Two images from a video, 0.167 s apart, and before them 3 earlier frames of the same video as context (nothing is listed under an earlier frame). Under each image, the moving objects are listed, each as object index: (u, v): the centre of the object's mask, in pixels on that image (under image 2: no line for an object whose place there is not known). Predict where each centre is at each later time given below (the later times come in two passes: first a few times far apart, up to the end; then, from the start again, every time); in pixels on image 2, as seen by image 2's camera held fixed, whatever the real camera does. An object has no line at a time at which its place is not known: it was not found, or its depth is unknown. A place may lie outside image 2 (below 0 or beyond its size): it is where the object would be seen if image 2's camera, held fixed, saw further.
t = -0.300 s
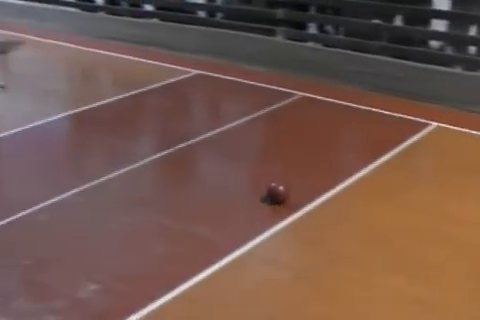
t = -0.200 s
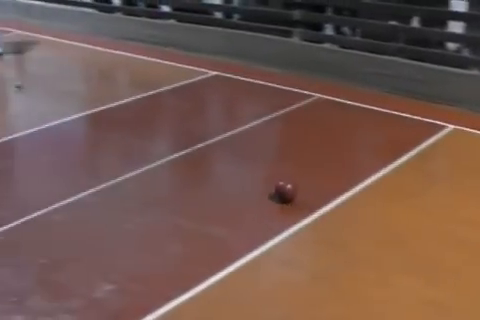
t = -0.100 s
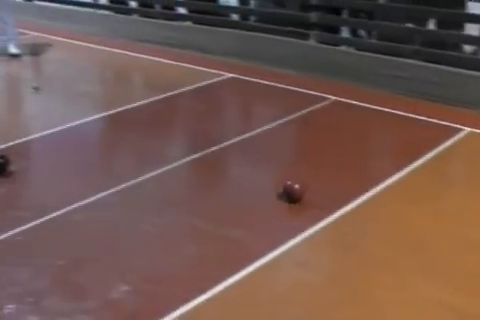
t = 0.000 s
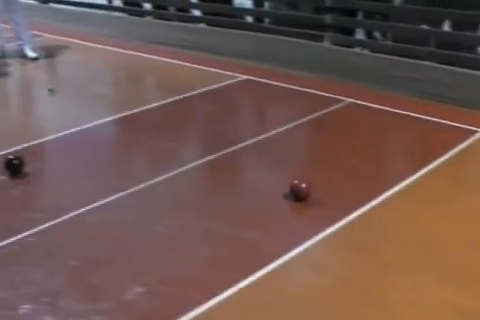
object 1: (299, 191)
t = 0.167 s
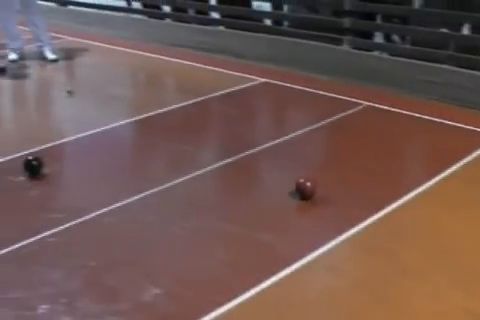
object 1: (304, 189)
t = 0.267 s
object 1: (298, 187)
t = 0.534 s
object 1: (281, 178)
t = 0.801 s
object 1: (264, 171)
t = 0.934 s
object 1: (255, 168)
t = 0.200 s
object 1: (302, 188)
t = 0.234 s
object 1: (300, 187)
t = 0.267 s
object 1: (298, 187)
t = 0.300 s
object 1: (296, 186)
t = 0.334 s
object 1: (293, 185)
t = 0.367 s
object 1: (292, 183)
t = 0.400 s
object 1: (289, 182)
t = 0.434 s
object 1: (287, 180)
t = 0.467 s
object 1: (285, 179)
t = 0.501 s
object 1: (283, 180)
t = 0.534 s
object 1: (281, 178)
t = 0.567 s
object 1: (279, 178)
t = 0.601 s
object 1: (276, 177)
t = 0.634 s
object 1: (274, 176)
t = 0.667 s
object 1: (272, 175)
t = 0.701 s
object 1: (270, 174)
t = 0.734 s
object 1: (268, 173)
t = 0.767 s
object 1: (266, 172)
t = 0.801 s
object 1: (264, 171)
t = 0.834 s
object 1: (261, 171)
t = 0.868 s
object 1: (259, 170)
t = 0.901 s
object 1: (257, 169)
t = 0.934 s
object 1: (255, 168)
